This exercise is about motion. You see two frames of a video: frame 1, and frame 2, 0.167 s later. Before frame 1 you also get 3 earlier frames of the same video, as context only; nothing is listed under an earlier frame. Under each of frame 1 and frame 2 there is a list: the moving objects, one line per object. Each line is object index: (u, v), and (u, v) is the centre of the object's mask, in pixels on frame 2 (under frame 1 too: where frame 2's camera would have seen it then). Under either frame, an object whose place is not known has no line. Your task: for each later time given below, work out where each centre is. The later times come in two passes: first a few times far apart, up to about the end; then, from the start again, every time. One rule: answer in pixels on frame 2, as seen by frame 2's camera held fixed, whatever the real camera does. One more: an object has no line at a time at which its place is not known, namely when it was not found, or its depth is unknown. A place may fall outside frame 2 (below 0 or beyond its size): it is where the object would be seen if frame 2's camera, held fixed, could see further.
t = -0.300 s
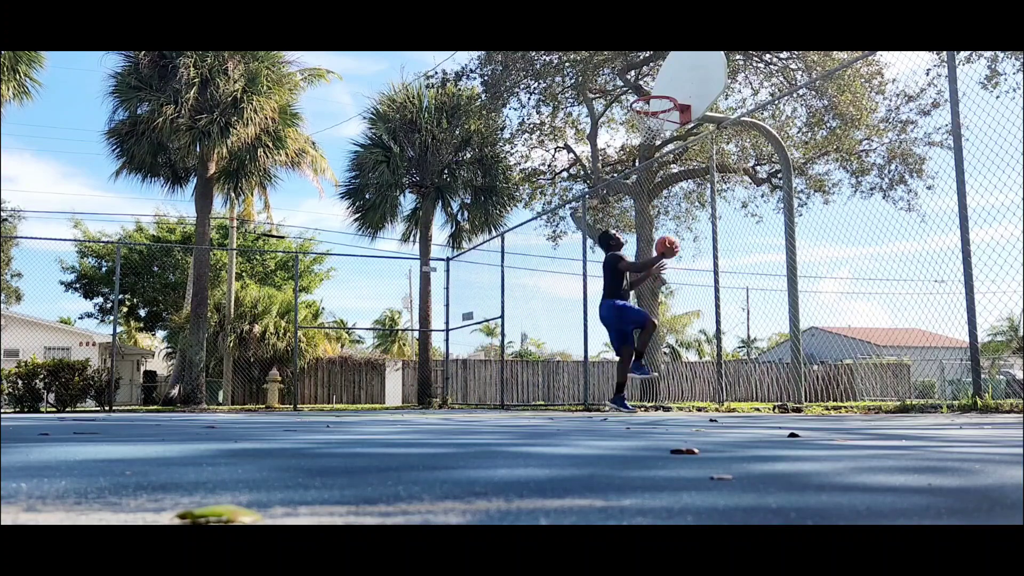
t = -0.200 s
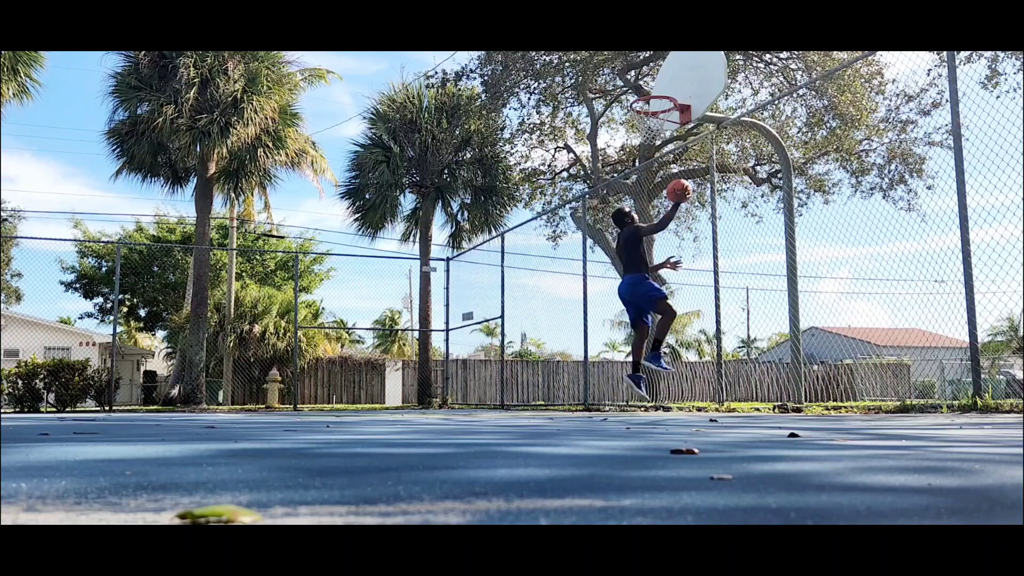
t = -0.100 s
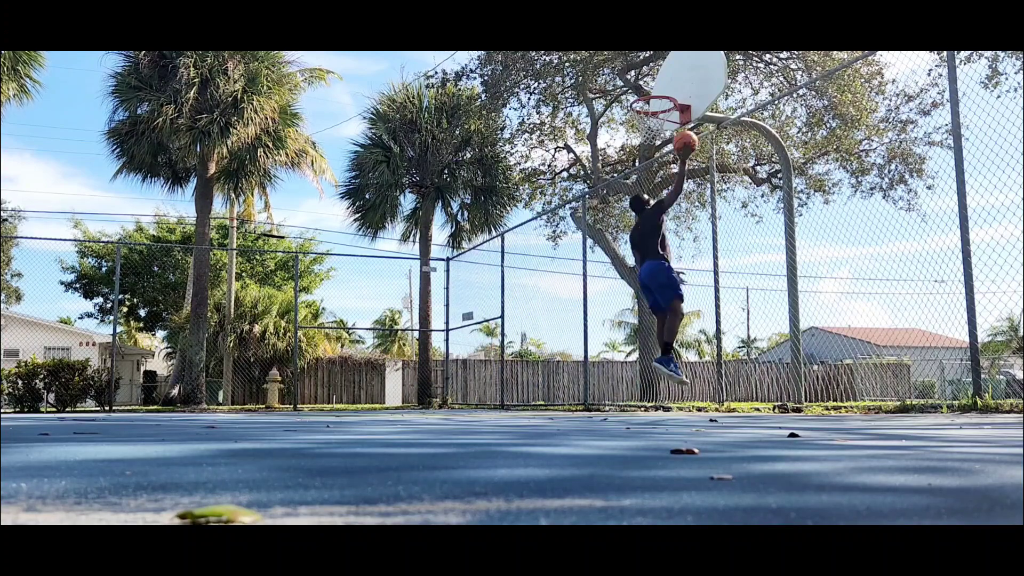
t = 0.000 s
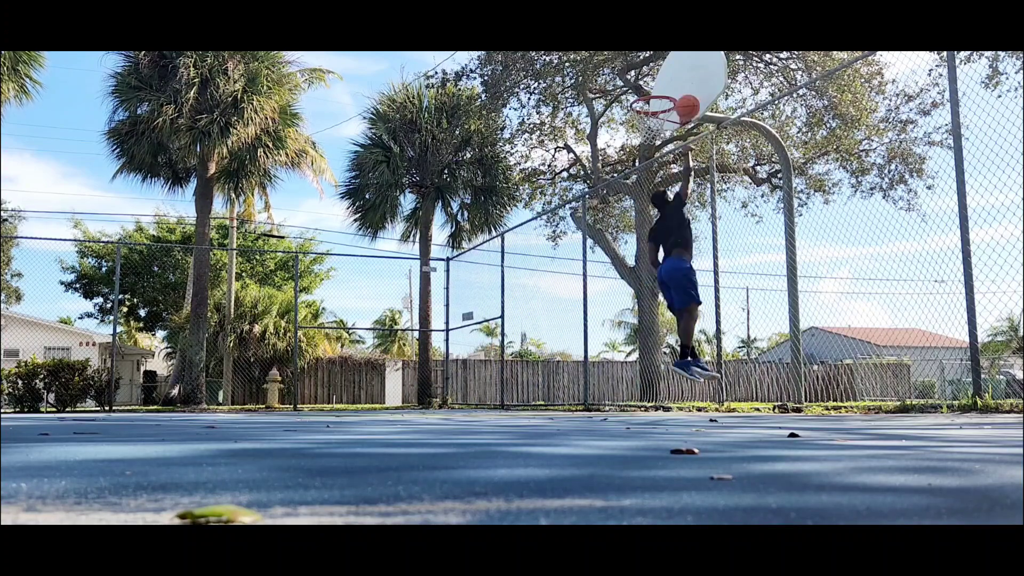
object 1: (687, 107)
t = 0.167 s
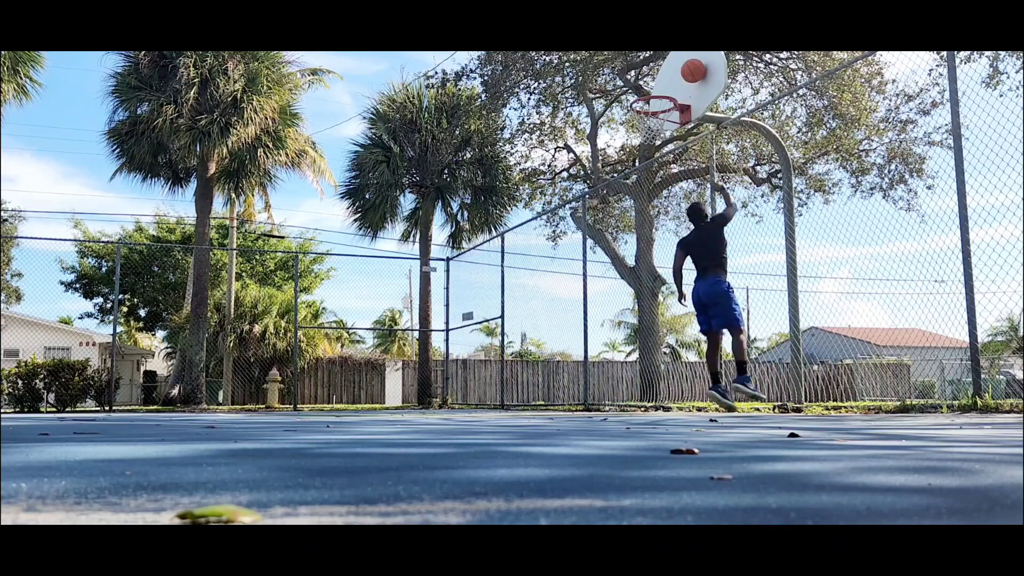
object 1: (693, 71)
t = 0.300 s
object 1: (678, 71)
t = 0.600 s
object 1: (648, 127)
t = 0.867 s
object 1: (646, 193)
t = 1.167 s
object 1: (648, 345)
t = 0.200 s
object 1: (689, 69)
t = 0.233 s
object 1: (686, 69)
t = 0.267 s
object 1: (682, 69)
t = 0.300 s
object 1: (678, 71)
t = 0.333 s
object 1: (674, 73)
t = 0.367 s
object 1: (670, 77)
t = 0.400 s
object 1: (667, 81)
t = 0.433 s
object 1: (664, 86)
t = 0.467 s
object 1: (660, 92)
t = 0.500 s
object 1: (656, 101)
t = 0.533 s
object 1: (653, 109)
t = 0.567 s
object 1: (649, 118)
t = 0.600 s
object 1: (648, 127)
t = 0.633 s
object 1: (647, 137)
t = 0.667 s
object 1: (647, 140)
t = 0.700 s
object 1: (647, 145)
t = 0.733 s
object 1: (647, 152)
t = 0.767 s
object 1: (646, 160)
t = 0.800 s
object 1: (647, 171)
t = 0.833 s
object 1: (647, 181)
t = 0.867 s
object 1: (646, 193)
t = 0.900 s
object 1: (646, 205)
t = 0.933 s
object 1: (647, 219)
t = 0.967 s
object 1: (647, 233)
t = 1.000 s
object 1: (647, 249)
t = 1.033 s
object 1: (647, 266)
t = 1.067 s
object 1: (647, 284)
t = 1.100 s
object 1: (648, 303)
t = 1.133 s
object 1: (648, 324)
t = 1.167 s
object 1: (648, 345)
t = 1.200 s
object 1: (649, 367)
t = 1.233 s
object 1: (649, 391)
